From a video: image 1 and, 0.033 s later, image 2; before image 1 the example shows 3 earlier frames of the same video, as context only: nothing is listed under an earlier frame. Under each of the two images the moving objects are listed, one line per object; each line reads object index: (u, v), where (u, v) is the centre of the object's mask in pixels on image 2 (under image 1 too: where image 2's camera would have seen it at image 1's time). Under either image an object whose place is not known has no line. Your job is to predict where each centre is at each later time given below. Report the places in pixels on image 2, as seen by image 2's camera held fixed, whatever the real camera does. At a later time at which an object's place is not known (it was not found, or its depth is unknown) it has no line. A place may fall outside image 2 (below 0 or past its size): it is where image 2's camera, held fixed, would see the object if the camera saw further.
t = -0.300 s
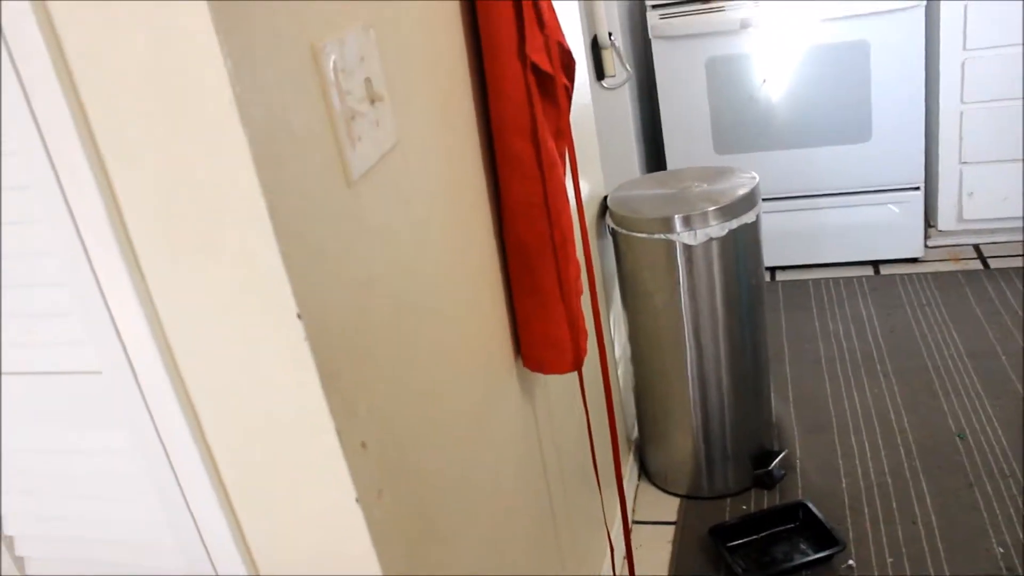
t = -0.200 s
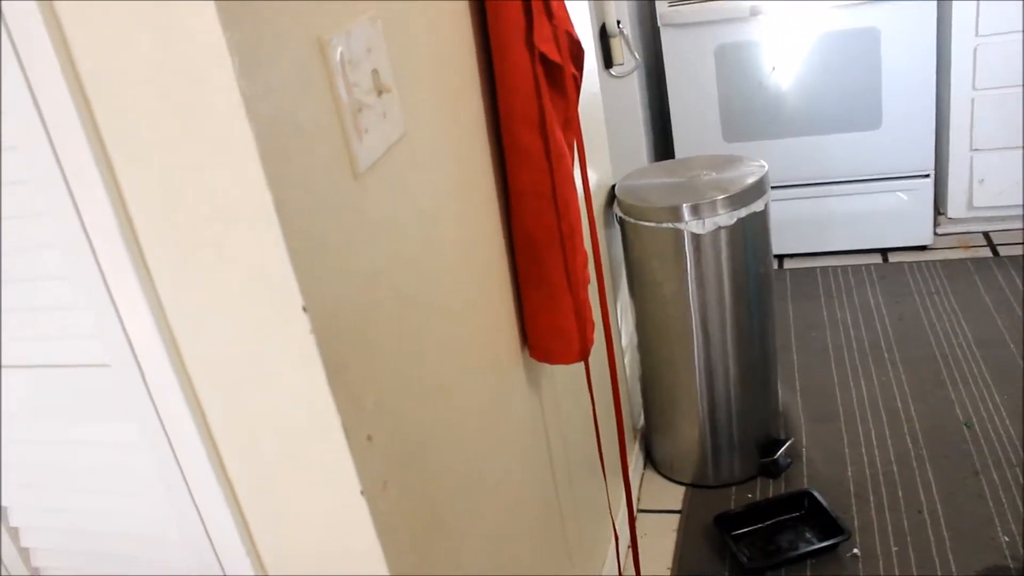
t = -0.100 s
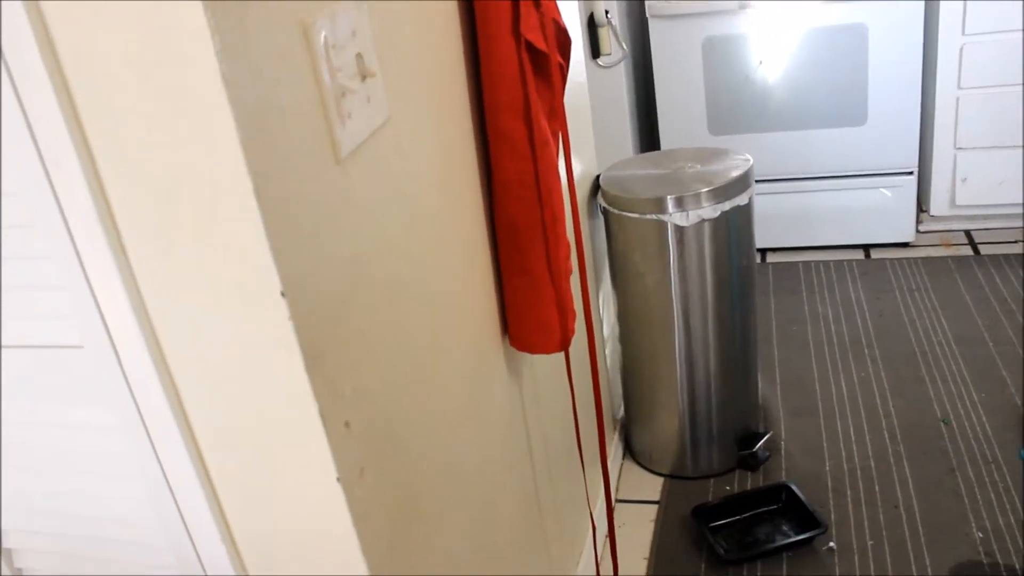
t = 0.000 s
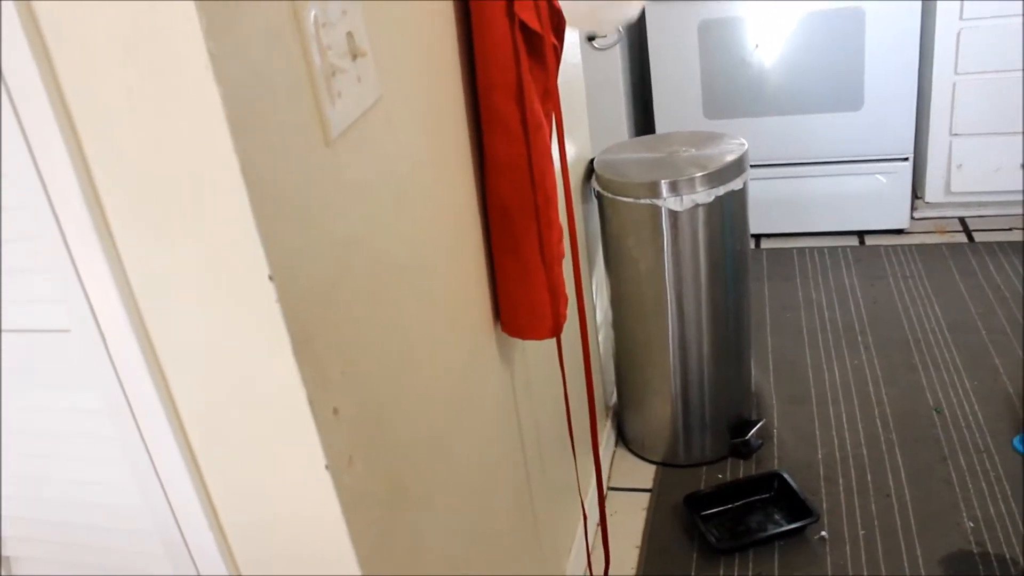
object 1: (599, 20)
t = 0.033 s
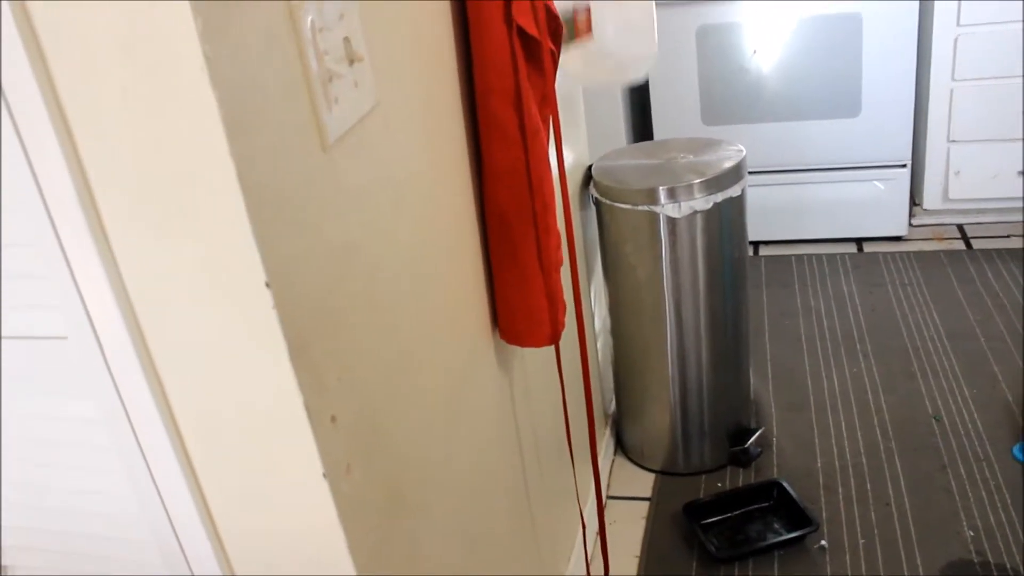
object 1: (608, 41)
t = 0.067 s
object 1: (611, 77)
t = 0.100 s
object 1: (617, 107)
